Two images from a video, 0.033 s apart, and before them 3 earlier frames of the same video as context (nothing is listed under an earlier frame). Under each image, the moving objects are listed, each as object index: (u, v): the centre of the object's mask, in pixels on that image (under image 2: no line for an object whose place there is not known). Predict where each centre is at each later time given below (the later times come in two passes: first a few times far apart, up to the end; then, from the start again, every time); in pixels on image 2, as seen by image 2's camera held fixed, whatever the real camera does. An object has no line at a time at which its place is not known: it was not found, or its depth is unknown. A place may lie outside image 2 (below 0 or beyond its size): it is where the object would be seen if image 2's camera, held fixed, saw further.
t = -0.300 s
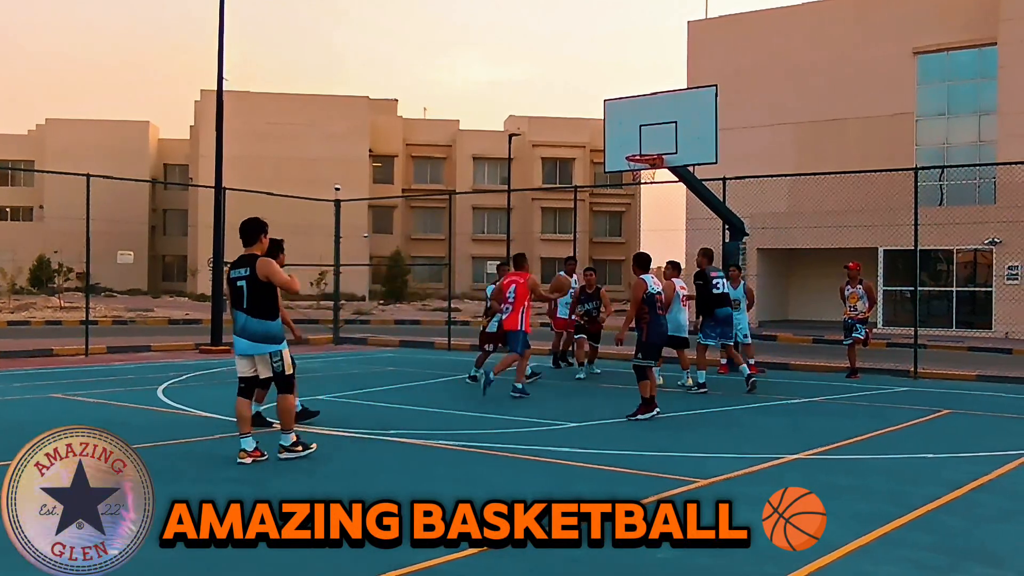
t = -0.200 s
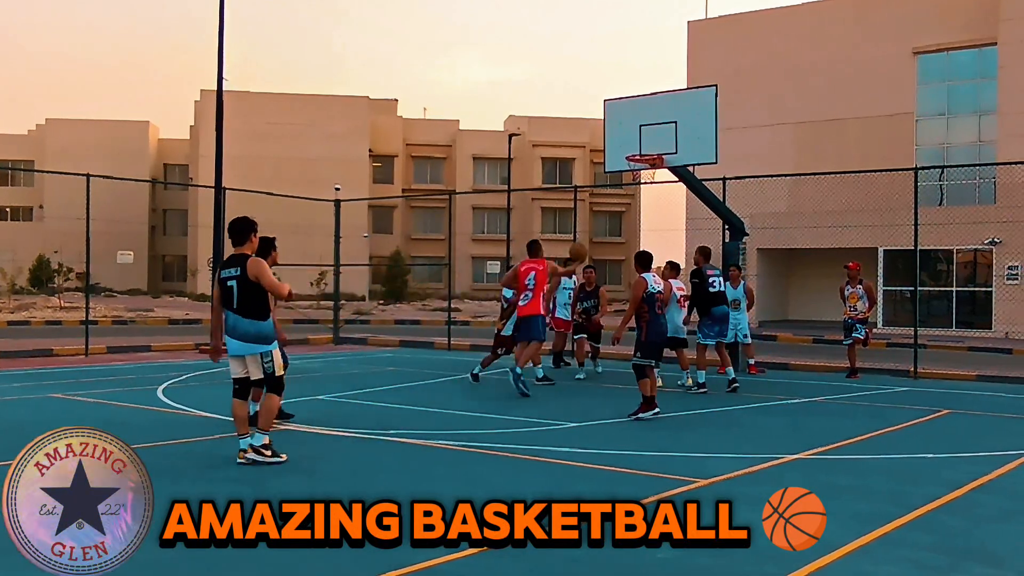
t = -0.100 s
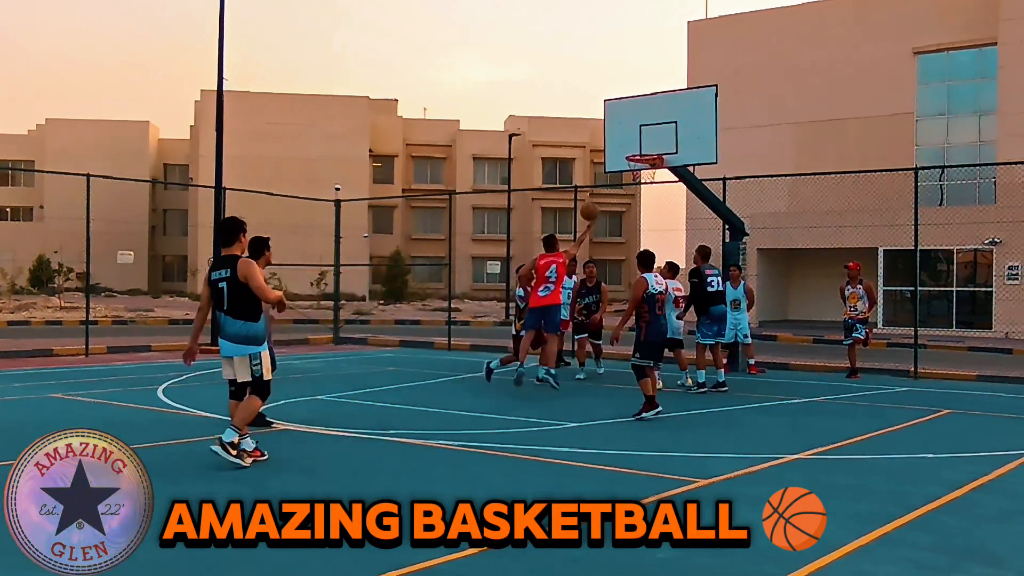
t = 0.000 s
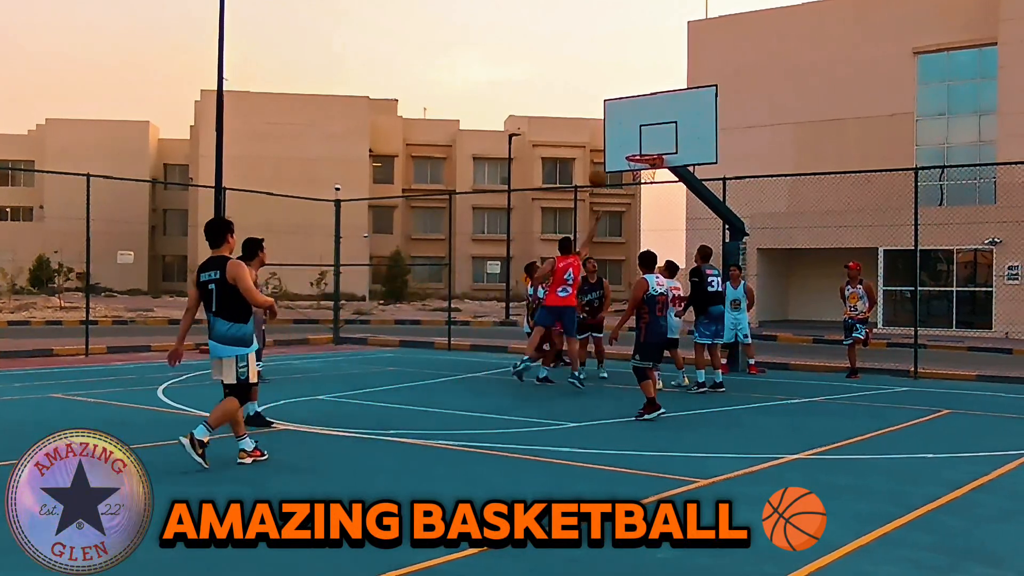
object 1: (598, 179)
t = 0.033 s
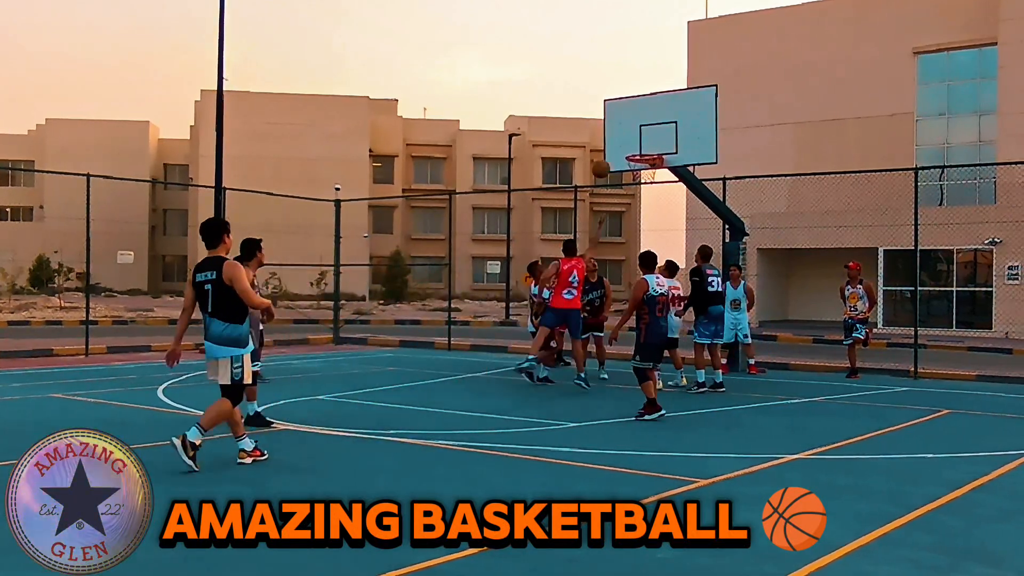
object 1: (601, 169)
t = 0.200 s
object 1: (614, 136)
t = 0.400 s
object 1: (628, 126)
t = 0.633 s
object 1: (644, 151)
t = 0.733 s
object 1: (650, 172)
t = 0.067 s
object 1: (603, 161)
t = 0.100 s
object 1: (606, 153)
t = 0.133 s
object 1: (609, 146)
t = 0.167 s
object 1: (611, 141)
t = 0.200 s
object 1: (614, 136)
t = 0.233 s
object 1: (616, 132)
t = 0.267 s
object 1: (619, 129)
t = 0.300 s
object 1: (621, 127)
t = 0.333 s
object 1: (624, 126)
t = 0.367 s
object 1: (626, 126)
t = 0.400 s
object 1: (628, 126)
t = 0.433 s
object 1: (631, 127)
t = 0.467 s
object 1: (633, 129)
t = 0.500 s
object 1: (635, 132)
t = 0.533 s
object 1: (637, 136)
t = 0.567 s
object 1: (640, 140)
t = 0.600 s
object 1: (642, 145)
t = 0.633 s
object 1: (644, 151)
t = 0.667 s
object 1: (647, 158)
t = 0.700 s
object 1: (649, 166)
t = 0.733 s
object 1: (650, 172)
